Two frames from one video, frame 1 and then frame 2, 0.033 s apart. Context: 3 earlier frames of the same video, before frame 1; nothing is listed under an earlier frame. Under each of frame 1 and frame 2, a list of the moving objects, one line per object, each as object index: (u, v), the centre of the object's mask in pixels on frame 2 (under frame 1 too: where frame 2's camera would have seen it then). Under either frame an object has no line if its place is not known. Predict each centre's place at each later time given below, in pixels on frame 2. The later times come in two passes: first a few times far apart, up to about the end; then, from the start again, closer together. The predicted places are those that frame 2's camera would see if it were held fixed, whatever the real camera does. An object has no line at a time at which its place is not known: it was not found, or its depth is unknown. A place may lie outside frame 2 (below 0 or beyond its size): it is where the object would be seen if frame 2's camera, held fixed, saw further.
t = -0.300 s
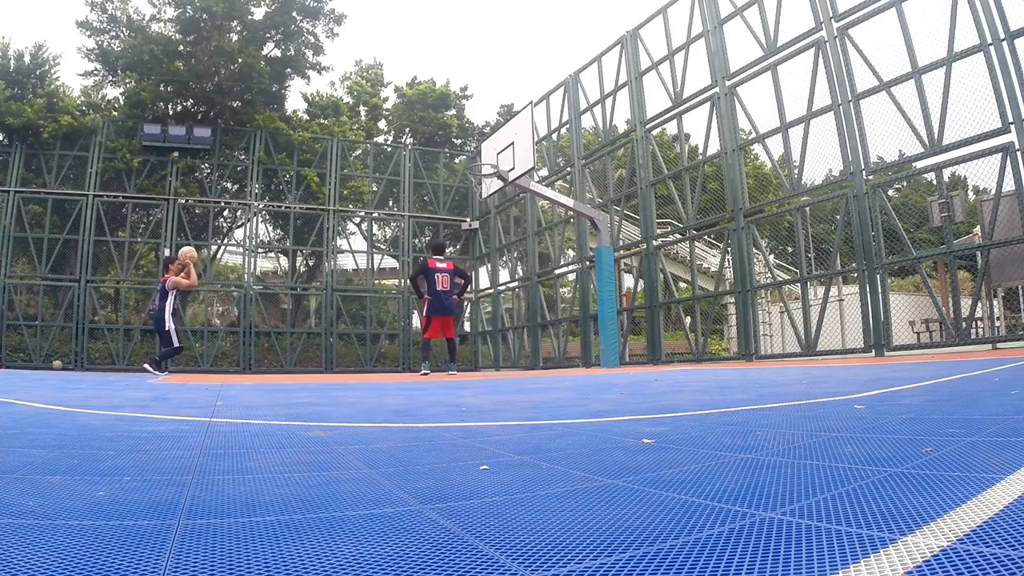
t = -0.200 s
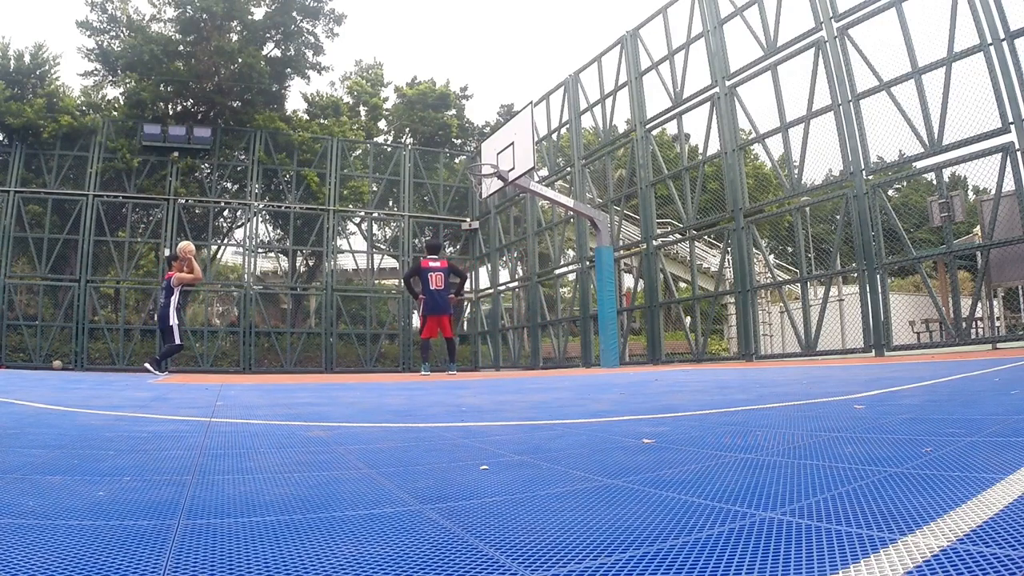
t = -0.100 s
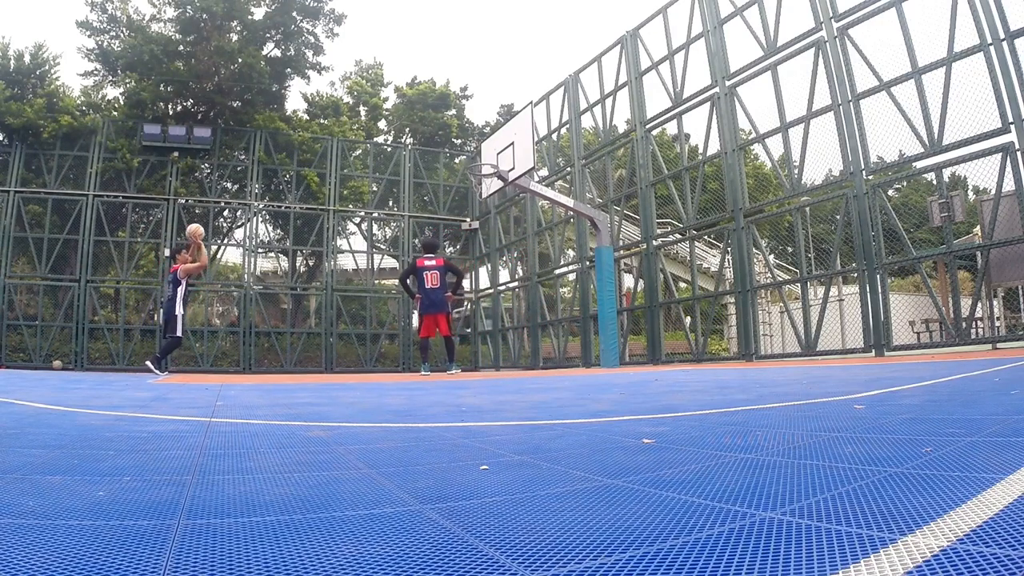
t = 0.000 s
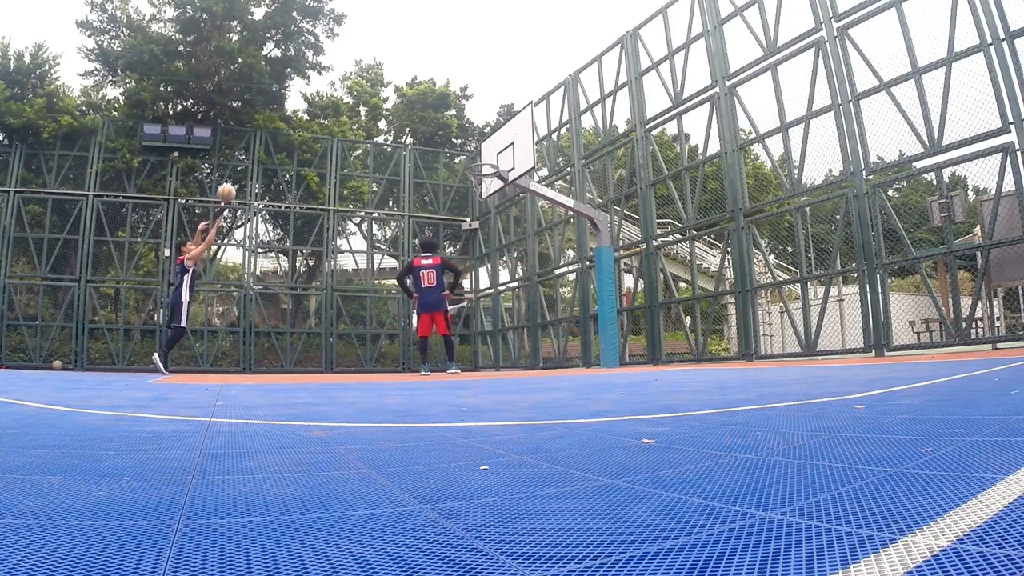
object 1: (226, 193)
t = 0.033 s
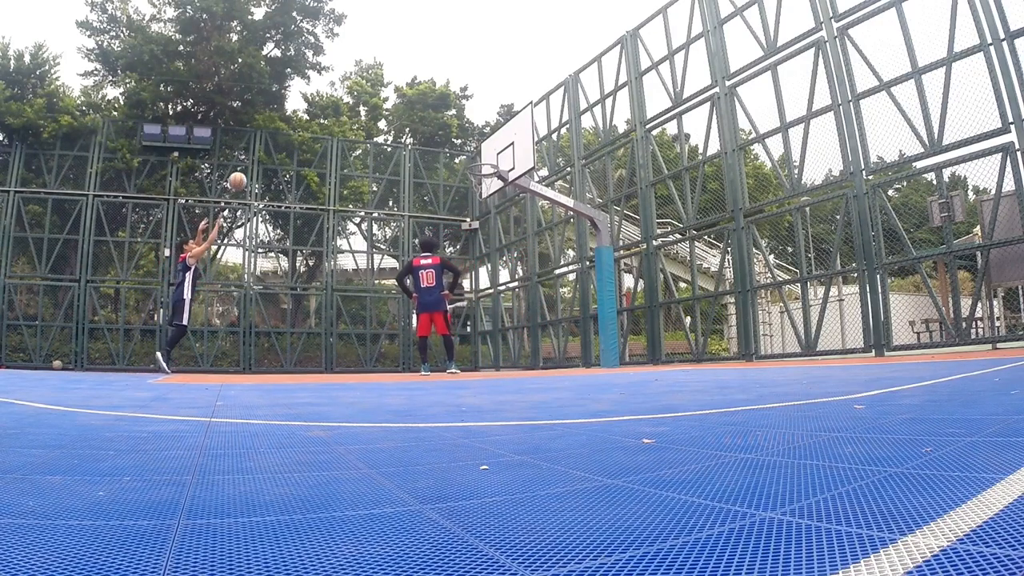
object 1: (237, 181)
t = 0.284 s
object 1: (314, 124)
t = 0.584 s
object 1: (393, 115)
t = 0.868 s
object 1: (463, 155)
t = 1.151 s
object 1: (491, 142)
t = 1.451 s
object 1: (490, 133)
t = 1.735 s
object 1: (490, 176)
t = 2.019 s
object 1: (490, 285)
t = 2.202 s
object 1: (489, 349)
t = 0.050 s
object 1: (242, 176)
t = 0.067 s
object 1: (248, 170)
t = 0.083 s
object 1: (253, 165)
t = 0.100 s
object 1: (258, 161)
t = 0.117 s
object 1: (264, 156)
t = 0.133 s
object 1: (269, 152)
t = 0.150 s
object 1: (275, 148)
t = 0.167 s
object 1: (280, 144)
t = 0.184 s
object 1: (285, 140)
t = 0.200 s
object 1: (290, 137)
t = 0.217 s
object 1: (295, 134)
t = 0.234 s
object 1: (300, 132)
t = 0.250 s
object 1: (304, 129)
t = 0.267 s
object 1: (309, 126)
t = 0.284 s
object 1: (314, 124)
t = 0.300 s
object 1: (319, 122)
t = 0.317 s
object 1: (324, 120)
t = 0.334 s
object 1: (328, 118)
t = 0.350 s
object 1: (333, 116)
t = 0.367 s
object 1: (337, 115)
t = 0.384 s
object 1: (342, 114)
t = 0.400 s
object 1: (347, 113)
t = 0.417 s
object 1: (351, 112)
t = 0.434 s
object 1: (355, 112)
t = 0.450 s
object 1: (360, 111)
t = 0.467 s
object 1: (365, 111)
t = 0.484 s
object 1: (368, 111)
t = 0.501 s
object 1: (373, 112)
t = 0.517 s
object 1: (377, 112)
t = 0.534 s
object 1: (382, 112)
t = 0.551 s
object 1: (386, 113)
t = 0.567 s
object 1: (390, 114)
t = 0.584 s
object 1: (393, 115)
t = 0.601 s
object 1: (399, 115)
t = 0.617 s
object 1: (402, 117)
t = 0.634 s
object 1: (407, 118)
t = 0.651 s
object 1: (411, 120)
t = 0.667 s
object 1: (415, 121)
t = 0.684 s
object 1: (419, 123)
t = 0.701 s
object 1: (423, 125)
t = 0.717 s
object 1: (427, 128)
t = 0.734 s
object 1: (431, 130)
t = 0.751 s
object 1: (435, 133)
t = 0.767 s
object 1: (439, 136)
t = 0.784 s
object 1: (443, 139)
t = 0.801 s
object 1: (447, 142)
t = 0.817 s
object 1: (451, 145)
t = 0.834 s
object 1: (455, 148)
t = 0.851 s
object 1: (459, 152)
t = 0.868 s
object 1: (463, 155)
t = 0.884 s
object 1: (466, 160)
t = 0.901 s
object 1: (469, 161)
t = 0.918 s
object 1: (472, 161)
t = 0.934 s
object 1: (477, 163)
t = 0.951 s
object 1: (480, 163)
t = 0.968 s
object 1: (484, 164)
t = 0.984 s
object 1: (488, 166)
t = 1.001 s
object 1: (491, 166)
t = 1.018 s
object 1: (492, 163)
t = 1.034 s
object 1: (492, 160)
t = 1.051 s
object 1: (492, 157)
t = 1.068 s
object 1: (491, 154)
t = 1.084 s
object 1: (491, 152)
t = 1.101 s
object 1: (492, 149)
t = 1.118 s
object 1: (491, 147)
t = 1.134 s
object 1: (491, 144)
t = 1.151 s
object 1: (491, 142)
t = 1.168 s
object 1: (491, 140)
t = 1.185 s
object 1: (491, 138)
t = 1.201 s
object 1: (491, 136)
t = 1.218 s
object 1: (491, 135)
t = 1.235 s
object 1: (491, 134)
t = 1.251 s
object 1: (490, 133)
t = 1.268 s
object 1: (490, 132)
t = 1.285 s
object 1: (490, 131)
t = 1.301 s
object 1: (490, 131)
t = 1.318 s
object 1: (490, 130)
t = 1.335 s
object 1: (490, 130)
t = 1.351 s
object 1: (490, 130)
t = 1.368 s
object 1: (490, 130)
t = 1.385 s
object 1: (490, 130)
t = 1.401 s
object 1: (490, 130)
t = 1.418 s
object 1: (490, 131)
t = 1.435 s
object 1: (490, 132)
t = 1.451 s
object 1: (490, 133)
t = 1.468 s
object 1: (490, 134)
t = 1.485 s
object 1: (490, 135)
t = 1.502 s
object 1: (490, 136)
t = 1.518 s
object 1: (490, 138)
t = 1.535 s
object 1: (490, 140)
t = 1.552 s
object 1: (490, 142)
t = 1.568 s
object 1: (490, 145)
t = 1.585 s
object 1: (490, 148)
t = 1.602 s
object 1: (490, 150)
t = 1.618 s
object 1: (490, 153)
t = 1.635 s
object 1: (491, 156)
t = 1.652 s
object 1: (491, 159)
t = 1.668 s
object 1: (491, 163)
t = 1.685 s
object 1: (490, 166)
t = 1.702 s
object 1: (491, 170)
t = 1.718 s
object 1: (490, 173)
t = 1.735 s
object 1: (490, 176)
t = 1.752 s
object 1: (490, 181)
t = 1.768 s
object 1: (490, 186)
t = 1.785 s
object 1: (491, 190)
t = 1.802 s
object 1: (491, 197)
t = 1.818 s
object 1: (490, 201)
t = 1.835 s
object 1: (490, 207)
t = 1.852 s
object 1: (490, 213)
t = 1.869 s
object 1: (490, 219)
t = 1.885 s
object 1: (490, 225)
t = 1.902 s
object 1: (490, 231)
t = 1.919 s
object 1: (490, 238)
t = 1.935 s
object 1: (490, 245)
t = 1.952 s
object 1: (490, 253)
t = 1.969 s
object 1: (490, 260)
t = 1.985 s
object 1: (490, 268)
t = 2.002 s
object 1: (490, 276)
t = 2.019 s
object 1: (490, 285)
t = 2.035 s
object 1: (490, 293)
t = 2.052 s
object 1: (489, 301)
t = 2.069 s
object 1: (489, 310)
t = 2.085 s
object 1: (489, 320)
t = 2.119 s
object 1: (488, 339)
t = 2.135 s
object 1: (488, 349)
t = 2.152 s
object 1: (488, 359)
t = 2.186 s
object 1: (489, 358)
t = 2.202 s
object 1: (489, 349)
